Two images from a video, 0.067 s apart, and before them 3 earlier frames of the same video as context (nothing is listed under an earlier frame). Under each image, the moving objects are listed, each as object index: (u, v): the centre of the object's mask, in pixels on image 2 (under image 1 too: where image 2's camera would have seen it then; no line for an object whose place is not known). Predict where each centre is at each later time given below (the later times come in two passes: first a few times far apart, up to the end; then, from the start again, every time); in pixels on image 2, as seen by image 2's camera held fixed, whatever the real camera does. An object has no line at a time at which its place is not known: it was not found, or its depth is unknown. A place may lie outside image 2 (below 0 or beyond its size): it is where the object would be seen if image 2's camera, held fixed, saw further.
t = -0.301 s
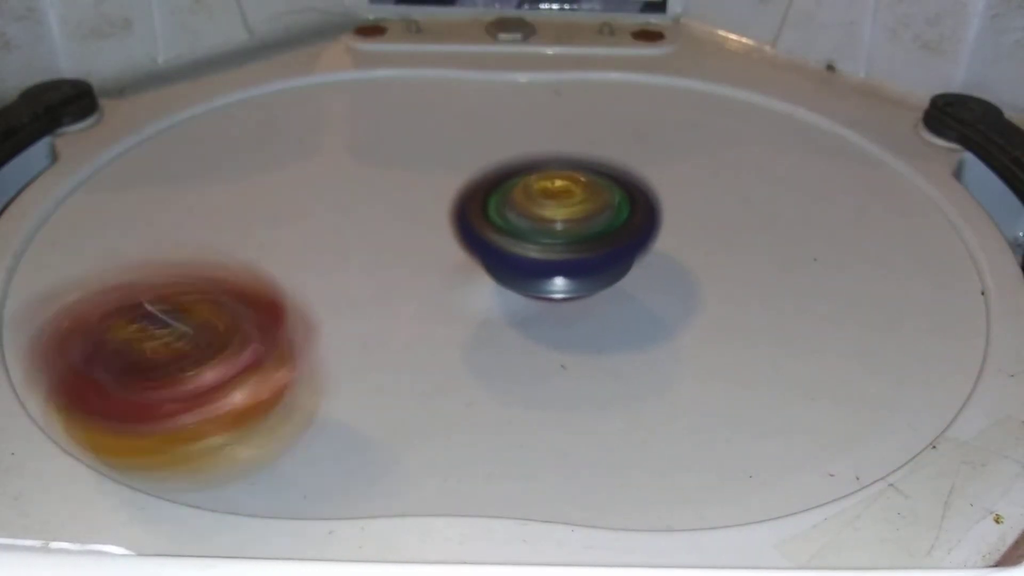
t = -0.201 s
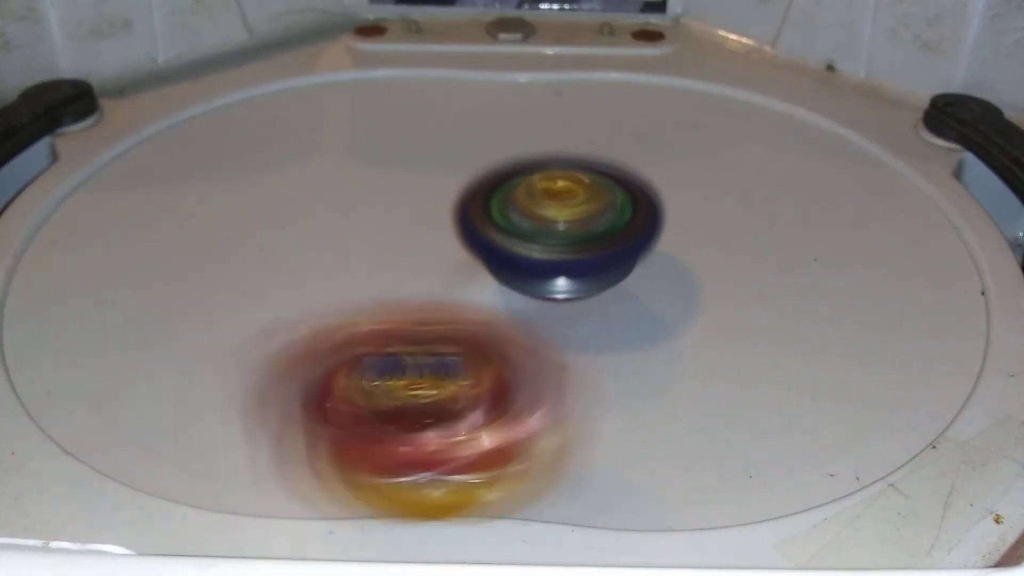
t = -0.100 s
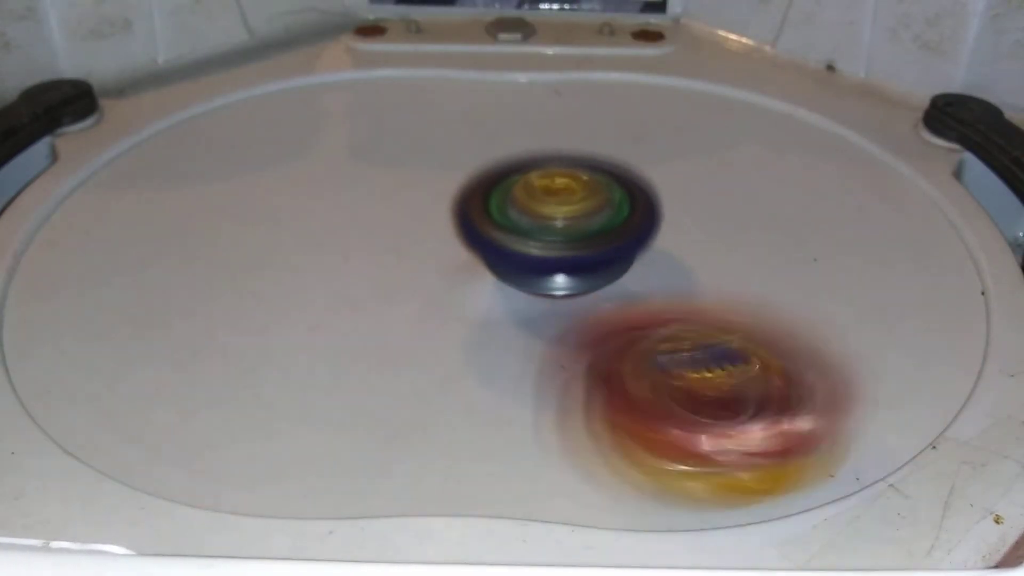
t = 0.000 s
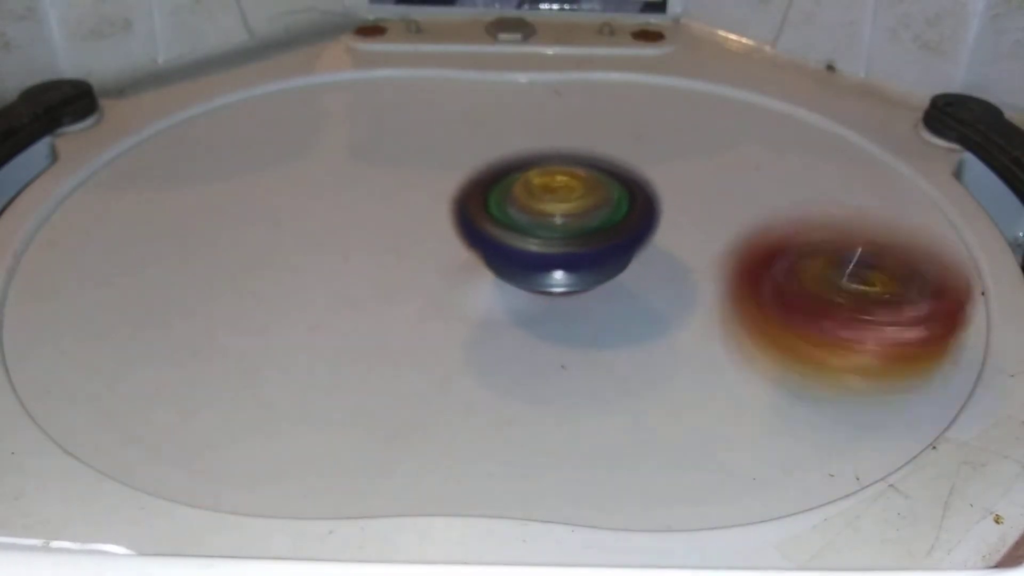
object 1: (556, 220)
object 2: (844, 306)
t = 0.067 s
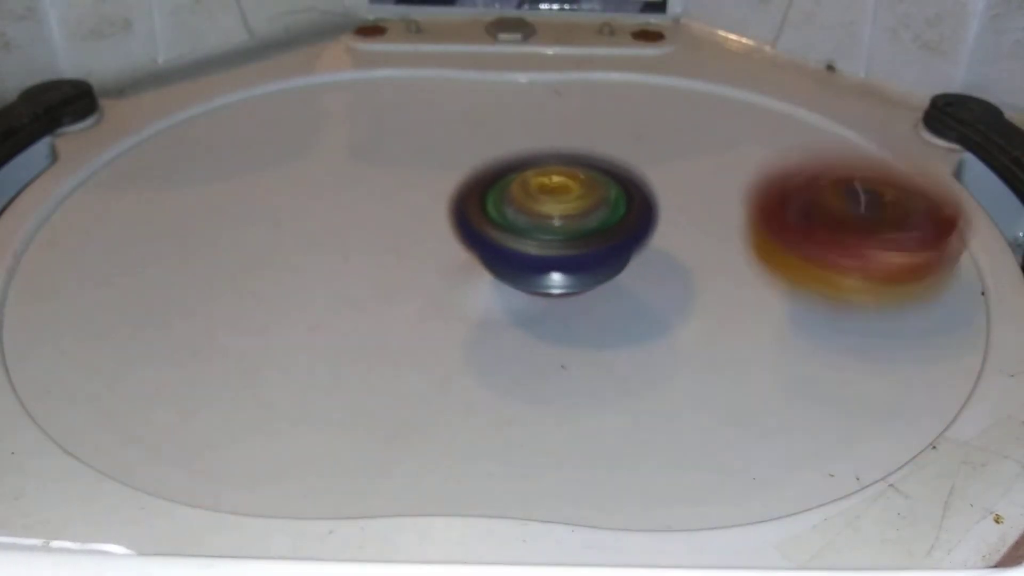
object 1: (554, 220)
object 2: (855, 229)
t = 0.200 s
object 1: (557, 223)
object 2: (758, 115)
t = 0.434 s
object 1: (555, 224)
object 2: (428, 58)
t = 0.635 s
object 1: (558, 225)
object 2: (171, 161)
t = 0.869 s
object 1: (557, 224)
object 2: (341, 387)
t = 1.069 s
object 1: (557, 223)
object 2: (814, 352)
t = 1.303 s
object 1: (558, 226)
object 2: (838, 134)
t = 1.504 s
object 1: (557, 227)
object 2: (589, 59)
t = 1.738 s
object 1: (557, 225)
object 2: (262, 138)
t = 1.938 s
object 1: (556, 224)
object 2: (184, 334)
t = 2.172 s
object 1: (556, 224)
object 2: (691, 391)
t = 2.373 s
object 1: (556, 224)
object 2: (821, 210)
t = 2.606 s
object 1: (558, 225)
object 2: (609, 72)
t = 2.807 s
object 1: (559, 227)
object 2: (340, 80)
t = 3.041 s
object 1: (558, 225)
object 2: (184, 263)
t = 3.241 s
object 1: (558, 224)
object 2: (491, 387)
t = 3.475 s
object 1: (557, 225)
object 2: (858, 268)
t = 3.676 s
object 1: (555, 224)
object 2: (772, 116)
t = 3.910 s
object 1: (555, 224)
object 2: (480, 76)
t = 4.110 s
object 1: (557, 224)
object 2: (244, 168)
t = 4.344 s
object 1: (557, 224)
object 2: (264, 367)
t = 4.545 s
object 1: (559, 224)
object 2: (683, 370)
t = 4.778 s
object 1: (558, 225)
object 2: (773, 180)
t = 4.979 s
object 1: (560, 226)
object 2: (612, 77)
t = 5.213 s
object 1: (559, 226)
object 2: (334, 103)
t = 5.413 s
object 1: (558, 226)
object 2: (232, 251)
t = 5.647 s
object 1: (561, 223)
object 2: (516, 381)
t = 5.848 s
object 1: (558, 226)
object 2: (819, 299)
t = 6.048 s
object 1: (555, 225)
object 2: (774, 154)
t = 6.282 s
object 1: (556, 226)
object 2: (537, 85)
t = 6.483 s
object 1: (555, 225)
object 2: (308, 131)
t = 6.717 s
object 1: (556, 224)
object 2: (219, 297)
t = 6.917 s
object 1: (557, 221)
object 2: (502, 370)
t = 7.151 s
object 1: (556, 224)
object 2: (762, 251)
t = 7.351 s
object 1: (559, 225)
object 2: (712, 125)
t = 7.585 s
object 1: (561, 226)
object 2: (491, 86)
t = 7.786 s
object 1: (560, 226)
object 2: (318, 176)
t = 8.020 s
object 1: (560, 227)
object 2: (340, 334)
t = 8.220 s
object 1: (555, 219)
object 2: (643, 365)
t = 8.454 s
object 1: (549, 224)
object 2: (765, 219)
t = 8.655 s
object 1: (557, 221)
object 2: (686, 113)
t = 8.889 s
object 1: (558, 221)
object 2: (472, 106)
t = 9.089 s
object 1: (560, 226)
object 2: (321, 197)
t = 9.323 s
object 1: (560, 228)
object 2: (357, 343)
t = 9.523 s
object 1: (555, 219)
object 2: (615, 349)
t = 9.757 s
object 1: (534, 208)
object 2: (743, 226)
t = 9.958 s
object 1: (504, 190)
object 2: (675, 139)
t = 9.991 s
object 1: (502, 189)
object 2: (656, 131)
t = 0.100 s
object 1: (557, 221)
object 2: (841, 195)
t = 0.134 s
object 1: (559, 222)
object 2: (822, 167)
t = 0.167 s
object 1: (559, 222)
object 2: (791, 140)
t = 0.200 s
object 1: (557, 223)
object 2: (758, 115)
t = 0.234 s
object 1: (554, 225)
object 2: (724, 96)
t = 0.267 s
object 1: (554, 226)
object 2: (681, 79)
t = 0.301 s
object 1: (558, 228)
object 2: (636, 66)
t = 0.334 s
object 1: (562, 228)
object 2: (587, 57)
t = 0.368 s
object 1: (562, 227)
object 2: (534, 53)
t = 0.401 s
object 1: (558, 226)
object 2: (481, 55)
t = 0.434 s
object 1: (555, 224)
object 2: (428, 58)
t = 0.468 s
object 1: (556, 224)
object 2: (382, 62)
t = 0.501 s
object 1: (557, 226)
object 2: (335, 70)
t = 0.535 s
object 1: (557, 227)
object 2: (289, 85)
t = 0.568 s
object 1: (558, 227)
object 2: (244, 104)
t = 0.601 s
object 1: (559, 226)
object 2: (202, 131)
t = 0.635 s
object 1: (558, 225)
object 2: (171, 161)
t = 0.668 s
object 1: (556, 223)
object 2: (152, 194)
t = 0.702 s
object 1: (557, 223)
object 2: (142, 236)
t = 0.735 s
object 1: (558, 223)
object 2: (147, 275)
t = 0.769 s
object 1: (558, 223)
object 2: (167, 312)
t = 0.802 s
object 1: (557, 223)
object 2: (204, 345)
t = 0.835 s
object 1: (557, 223)
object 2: (266, 374)
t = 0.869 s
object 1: (557, 224)
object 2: (341, 387)
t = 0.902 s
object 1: (558, 225)
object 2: (418, 396)
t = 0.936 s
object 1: (560, 225)
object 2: (515, 401)
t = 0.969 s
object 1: (559, 225)
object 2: (602, 399)
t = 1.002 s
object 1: (558, 224)
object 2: (682, 395)
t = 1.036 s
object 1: (557, 224)
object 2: (765, 377)
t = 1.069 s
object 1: (557, 223)
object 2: (814, 352)
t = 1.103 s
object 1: (557, 223)
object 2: (858, 321)
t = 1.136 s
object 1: (557, 223)
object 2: (883, 286)
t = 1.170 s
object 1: (558, 224)
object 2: (895, 251)
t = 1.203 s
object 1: (558, 225)
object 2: (898, 218)
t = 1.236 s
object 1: (558, 226)
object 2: (883, 189)
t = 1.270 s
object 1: (558, 226)
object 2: (866, 159)
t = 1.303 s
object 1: (558, 226)
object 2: (838, 134)
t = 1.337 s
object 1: (558, 226)
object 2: (809, 111)
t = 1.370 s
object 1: (558, 225)
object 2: (771, 94)
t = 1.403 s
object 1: (558, 225)
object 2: (731, 77)
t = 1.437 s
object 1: (556, 225)
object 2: (682, 67)
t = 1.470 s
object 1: (556, 226)
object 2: (640, 61)
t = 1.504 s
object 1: (557, 227)
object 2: (589, 59)
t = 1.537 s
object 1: (558, 227)
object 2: (536, 62)
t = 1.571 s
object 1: (559, 227)
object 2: (489, 65)
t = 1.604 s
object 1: (558, 226)
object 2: (440, 74)
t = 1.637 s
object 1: (557, 225)
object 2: (388, 84)
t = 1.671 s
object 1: (556, 224)
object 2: (344, 98)
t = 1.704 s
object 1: (556, 225)
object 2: (302, 116)
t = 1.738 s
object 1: (557, 225)
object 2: (262, 138)
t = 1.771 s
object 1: (558, 226)
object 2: (225, 164)
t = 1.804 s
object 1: (558, 226)
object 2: (196, 195)
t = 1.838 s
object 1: (558, 226)
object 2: (175, 225)
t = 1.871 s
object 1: (558, 225)
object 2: (163, 259)
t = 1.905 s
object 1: (557, 224)
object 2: (163, 297)
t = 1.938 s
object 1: (556, 224)
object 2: (184, 334)
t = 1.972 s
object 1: (556, 225)
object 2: (226, 367)
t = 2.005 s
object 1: (558, 225)
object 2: (278, 389)
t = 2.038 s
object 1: (558, 226)
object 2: (362, 402)
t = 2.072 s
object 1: (559, 226)
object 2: (439, 401)
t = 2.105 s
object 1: (558, 225)
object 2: (529, 405)
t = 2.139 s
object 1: (557, 224)
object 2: (617, 402)
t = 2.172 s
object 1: (556, 224)
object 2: (691, 391)
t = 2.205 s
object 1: (557, 225)
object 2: (757, 367)
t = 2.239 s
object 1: (558, 226)
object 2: (791, 340)
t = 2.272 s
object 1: (558, 225)
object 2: (820, 305)
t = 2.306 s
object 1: (558, 225)
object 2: (831, 273)
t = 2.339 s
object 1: (557, 224)
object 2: (832, 240)
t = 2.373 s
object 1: (556, 224)
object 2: (821, 210)
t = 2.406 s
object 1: (556, 224)
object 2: (805, 181)
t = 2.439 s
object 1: (556, 224)
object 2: (786, 158)
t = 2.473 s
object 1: (557, 225)
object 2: (756, 134)
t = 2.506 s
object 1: (557, 226)
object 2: (729, 112)
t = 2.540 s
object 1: (558, 226)
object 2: (690, 96)
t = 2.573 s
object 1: (558, 225)
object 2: (654, 81)
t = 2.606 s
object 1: (558, 225)
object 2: (609, 72)
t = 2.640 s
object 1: (557, 224)
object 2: (565, 64)
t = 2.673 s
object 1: (556, 224)
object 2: (517, 62)
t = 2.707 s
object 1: (556, 225)
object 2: (476, 61)
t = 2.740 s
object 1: (557, 226)
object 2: (425, 66)
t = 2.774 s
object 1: (558, 227)
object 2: (389, 70)
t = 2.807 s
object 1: (559, 227)
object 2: (340, 80)
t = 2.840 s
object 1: (559, 225)
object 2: (303, 95)
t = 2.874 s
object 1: (558, 224)
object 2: (260, 117)
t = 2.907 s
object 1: (556, 223)
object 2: (233, 140)
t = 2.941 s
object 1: (555, 223)
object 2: (206, 165)
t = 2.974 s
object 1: (556, 224)
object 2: (189, 198)
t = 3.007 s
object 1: (557, 225)
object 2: (180, 227)
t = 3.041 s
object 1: (558, 225)
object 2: (184, 263)
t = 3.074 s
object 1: (558, 225)
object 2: (202, 298)
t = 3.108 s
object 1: (558, 225)
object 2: (227, 325)
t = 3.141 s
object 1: (558, 225)
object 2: (280, 353)
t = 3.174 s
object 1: (558, 225)
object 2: (333, 370)
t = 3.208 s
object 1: (558, 225)
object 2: (412, 381)
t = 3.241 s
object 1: (558, 224)
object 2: (491, 387)
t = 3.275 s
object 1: (558, 224)
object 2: (570, 391)
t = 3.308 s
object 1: (558, 223)
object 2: (642, 386)
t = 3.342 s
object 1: (559, 225)
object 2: (712, 376)
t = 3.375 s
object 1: (558, 224)
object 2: (767, 354)
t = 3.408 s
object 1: (557, 224)
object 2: (813, 327)
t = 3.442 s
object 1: (556, 224)
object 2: (841, 300)
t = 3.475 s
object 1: (557, 225)
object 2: (858, 268)
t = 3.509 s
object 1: (559, 226)
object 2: (866, 235)
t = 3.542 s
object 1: (560, 226)
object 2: (859, 208)
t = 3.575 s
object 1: (559, 225)
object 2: (848, 181)
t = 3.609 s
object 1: (557, 224)
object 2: (828, 156)
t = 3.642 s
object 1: (556, 224)
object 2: (800, 133)
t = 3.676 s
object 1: (555, 224)
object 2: (772, 116)
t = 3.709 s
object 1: (556, 225)
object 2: (736, 100)
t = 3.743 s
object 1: (558, 226)
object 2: (697, 88)
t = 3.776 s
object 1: (559, 226)
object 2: (660, 78)
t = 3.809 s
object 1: (559, 225)
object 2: (614, 74)
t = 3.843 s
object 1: (558, 225)
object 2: (567, 72)
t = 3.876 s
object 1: (556, 224)
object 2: (525, 73)
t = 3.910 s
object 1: (555, 224)
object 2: (480, 76)
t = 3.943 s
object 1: (555, 224)
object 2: (434, 87)
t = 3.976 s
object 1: (557, 225)
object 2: (389, 94)
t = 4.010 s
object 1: (559, 225)
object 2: (347, 110)
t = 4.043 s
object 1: (559, 225)
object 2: (309, 126)
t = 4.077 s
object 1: (558, 225)
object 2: (280, 145)
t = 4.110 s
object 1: (557, 224)
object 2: (244, 168)
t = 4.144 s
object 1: (556, 224)
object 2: (221, 191)
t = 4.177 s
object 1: (556, 225)
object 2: (197, 223)
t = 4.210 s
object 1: (558, 226)
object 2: (188, 251)
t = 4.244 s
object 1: (559, 226)
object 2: (185, 283)
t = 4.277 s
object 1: (559, 225)
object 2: (200, 315)
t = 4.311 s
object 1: (559, 225)
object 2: (225, 345)
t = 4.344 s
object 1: (557, 224)
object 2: (264, 367)
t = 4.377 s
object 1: (555, 224)
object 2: (334, 383)
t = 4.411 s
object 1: (555, 224)
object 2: (396, 387)
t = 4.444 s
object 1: (557, 225)
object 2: (477, 391)
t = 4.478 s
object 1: (559, 224)
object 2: (545, 388)
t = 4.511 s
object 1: (560, 225)
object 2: (624, 385)
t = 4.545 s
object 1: (559, 224)
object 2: (683, 370)
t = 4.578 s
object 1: (557, 224)
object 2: (727, 348)
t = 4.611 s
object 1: (556, 224)
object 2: (764, 317)
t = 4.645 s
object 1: (556, 225)
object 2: (781, 289)
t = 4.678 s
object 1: (558, 226)
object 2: (790, 260)
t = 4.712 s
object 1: (559, 226)
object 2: (793, 230)
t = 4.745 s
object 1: (559, 226)
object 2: (786, 204)
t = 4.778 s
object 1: (558, 225)
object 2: (773, 180)
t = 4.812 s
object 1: (557, 225)
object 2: (756, 157)
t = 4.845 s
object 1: (555, 225)
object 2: (737, 137)
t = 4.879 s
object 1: (555, 225)
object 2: (708, 117)
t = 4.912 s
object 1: (556, 226)
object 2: (680, 101)
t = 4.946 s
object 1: (559, 227)
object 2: (651, 88)
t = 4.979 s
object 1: (560, 226)
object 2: (612, 77)
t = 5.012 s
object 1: (559, 225)
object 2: (572, 71)
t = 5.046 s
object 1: (557, 224)
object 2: (532, 68)
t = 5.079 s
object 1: (556, 223)
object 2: (492, 68)
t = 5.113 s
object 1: (555, 223)
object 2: (450, 71)
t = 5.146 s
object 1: (555, 224)
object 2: (412, 76)
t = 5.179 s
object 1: (557, 225)
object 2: (371, 91)
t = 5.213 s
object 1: (559, 226)
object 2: (334, 103)
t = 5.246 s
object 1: (559, 225)
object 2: (305, 122)
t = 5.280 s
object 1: (559, 225)
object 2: (274, 145)
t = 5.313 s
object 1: (557, 224)
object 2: (256, 165)
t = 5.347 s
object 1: (556, 225)
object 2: (240, 194)
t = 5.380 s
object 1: (557, 225)
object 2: (230, 222)
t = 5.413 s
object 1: (558, 226)
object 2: (232, 251)
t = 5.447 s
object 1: (560, 226)
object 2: (239, 278)
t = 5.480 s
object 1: (559, 225)
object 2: (258, 309)
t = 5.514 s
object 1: (558, 225)
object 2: (293, 335)
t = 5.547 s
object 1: (557, 225)
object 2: (332, 354)
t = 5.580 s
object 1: (557, 225)
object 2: (382, 367)
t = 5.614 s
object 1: (558, 226)
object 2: (454, 378)
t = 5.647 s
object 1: (561, 223)
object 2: (516, 381)
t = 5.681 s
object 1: (560, 223)
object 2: (589, 388)
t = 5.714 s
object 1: (559, 224)
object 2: (656, 381)
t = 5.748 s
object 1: (557, 224)
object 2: (712, 370)
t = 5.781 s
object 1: (555, 224)
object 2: (759, 351)
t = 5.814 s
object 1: (556, 225)
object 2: (793, 326)
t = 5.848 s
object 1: (558, 226)
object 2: (819, 299)
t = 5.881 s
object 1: (559, 227)
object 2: (830, 271)
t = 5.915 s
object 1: (560, 226)
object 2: (833, 243)
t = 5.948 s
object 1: (559, 226)
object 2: (828, 217)
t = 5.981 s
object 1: (558, 225)
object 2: (817, 195)
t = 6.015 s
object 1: (556, 225)
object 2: (797, 173)
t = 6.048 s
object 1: (555, 225)
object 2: (774, 154)
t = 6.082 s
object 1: (557, 226)
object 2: (747, 136)
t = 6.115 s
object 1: (558, 226)
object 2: (719, 119)
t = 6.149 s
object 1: (558, 226)
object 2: (690, 109)
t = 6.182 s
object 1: (558, 225)
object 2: (651, 99)
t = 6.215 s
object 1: (557, 225)
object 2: (612, 90)
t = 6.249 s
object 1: (556, 225)
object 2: (577, 85)
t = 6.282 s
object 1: (556, 226)
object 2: (537, 85)
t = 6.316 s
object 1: (557, 227)
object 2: (497, 87)
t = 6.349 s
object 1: (559, 226)
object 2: (456, 91)
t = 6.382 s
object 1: (559, 226)
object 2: (419, 93)
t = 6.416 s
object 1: (558, 225)
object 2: (378, 106)
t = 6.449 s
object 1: (557, 225)
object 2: (345, 116)
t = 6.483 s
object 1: (555, 225)
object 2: (308, 131)
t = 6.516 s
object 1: (556, 225)
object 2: (281, 150)
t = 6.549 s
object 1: (558, 226)
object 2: (254, 171)
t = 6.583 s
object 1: (559, 226)
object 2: (231, 192)
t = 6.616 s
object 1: (559, 225)
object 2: (217, 215)
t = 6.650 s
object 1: (558, 224)
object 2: (211, 240)
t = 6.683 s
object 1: (557, 224)
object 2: (208, 270)
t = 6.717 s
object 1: (556, 224)
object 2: (219, 297)
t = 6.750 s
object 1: (556, 225)
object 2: (241, 318)
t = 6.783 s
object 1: (557, 226)
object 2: (281, 346)
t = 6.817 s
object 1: (559, 226)
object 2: (324, 361)
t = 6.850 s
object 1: (560, 226)
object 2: (373, 366)
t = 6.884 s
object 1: (558, 225)
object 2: (435, 368)
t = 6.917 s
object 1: (557, 221)
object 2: (502, 370)
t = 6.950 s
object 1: (556, 216)
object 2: (564, 366)
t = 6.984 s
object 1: (554, 216)
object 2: (627, 359)
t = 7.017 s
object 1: (553, 221)
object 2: (670, 345)
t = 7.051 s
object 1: (555, 224)
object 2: (711, 324)
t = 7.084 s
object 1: (557, 225)
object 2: (735, 302)
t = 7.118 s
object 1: (558, 225)
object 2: (754, 277)
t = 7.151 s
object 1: (556, 224)
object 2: (762, 251)
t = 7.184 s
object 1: (554, 224)
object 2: (768, 227)
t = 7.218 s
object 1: (554, 225)
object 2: (767, 204)
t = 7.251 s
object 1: (556, 226)
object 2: (760, 181)
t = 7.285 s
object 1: (559, 226)
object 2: (749, 161)
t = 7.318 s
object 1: (560, 226)
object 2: (733, 143)
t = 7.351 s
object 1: (559, 225)
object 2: (712, 125)
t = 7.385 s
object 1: (556, 224)
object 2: (687, 110)
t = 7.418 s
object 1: (555, 224)
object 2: (659, 98)
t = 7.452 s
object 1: (555, 225)
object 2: (630, 88)
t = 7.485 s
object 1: (557, 226)
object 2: (598, 81)
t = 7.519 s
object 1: (559, 227)
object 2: (562, 81)
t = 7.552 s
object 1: (560, 227)
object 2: (527, 81)
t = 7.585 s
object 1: (561, 226)
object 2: (491, 86)
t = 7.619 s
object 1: (558, 224)
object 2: (456, 95)
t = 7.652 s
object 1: (556, 224)
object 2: (422, 106)
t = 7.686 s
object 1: (555, 224)
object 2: (394, 116)
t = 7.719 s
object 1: (556, 225)
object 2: (366, 135)
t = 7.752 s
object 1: (558, 226)
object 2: (341, 155)
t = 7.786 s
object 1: (560, 226)
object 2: (318, 176)
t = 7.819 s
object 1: (561, 226)
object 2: (303, 196)
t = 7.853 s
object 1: (559, 225)
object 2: (294, 217)
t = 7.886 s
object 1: (558, 224)
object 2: (291, 244)
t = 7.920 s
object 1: (557, 225)
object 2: (294, 268)
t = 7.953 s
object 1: (557, 226)
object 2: (299, 296)
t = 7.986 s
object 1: (558, 226)
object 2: (316, 318)
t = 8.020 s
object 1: (560, 227)
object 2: (340, 334)
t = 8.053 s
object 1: (560, 226)
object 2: (384, 351)
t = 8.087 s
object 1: (560, 225)
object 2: (431, 362)
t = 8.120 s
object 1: (560, 222)
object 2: (481, 369)
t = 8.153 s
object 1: (558, 219)
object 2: (535, 373)
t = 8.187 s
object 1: (556, 219)
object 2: (587, 371)
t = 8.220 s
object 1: (555, 219)
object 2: (643, 365)
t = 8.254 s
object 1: (555, 223)
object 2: (681, 352)
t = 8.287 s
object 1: (557, 224)
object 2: (717, 333)
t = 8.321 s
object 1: (558, 225)
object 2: (739, 313)
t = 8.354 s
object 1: (557, 225)
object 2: (754, 288)
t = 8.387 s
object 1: (556, 225)
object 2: (758, 265)
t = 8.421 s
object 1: (553, 225)
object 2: (762, 241)
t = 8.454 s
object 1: (549, 224)
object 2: (765, 219)
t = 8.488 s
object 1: (551, 224)
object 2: (764, 197)
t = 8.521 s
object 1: (554, 223)
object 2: (756, 178)
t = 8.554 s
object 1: (557, 223)
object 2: (746, 161)
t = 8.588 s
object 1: (558, 222)
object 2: (730, 142)
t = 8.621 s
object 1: (557, 222)
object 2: (710, 127)
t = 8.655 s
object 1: (557, 221)
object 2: (686, 113)
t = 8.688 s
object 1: (556, 220)
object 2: (660, 104)
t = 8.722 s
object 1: (556, 221)
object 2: (631, 95)
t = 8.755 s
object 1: (557, 221)
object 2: (601, 93)
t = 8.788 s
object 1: (558, 221)
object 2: (570, 90)
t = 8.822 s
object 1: (559, 222)
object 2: (537, 93)
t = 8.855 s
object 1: (559, 222)
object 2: (505, 99)
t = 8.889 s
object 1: (558, 221)
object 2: (472, 106)
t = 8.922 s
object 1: (558, 222)
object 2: (440, 116)
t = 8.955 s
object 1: (557, 223)
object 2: (407, 130)
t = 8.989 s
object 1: (558, 224)
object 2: (382, 145)
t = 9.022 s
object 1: (558, 224)
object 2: (356, 160)
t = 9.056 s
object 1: (560, 225)
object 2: (337, 179)
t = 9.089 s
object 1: (560, 226)
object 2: (321, 197)
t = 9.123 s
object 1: (560, 226)
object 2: (309, 219)
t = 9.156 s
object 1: (560, 227)
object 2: (302, 238)
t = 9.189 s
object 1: (560, 227)
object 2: (299, 263)
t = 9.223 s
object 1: (560, 227)
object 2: (304, 286)
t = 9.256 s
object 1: (560, 228)
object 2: (312, 310)
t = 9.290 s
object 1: (560, 228)
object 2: (334, 332)
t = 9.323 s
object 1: (560, 228)
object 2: (357, 343)
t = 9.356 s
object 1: (559, 228)
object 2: (393, 354)
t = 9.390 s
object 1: (560, 227)
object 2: (431, 360)
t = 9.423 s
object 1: (559, 225)
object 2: (478, 363)
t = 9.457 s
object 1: (558, 220)
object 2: (526, 362)
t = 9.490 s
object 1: (556, 218)
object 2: (573, 359)
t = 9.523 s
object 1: (555, 219)
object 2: (615, 349)
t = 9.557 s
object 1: (551, 219)
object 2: (649, 334)
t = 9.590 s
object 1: (547, 223)
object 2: (676, 316)
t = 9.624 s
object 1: (543, 221)
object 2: (707, 302)
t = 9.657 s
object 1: (542, 217)
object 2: (726, 284)
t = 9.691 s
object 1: (542, 215)
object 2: (735, 262)
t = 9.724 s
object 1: (542, 212)
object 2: (738, 244)
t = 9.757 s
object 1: (534, 208)
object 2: (743, 226)
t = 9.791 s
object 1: (526, 203)
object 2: (743, 207)
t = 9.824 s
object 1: (519, 199)
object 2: (738, 189)
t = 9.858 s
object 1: (512, 195)
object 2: (728, 174)
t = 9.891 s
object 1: (510, 192)
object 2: (713, 160)
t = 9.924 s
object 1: (507, 191)
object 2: (698, 149)
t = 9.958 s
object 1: (504, 190)
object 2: (675, 139)
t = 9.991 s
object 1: (502, 189)
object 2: (656, 131)
